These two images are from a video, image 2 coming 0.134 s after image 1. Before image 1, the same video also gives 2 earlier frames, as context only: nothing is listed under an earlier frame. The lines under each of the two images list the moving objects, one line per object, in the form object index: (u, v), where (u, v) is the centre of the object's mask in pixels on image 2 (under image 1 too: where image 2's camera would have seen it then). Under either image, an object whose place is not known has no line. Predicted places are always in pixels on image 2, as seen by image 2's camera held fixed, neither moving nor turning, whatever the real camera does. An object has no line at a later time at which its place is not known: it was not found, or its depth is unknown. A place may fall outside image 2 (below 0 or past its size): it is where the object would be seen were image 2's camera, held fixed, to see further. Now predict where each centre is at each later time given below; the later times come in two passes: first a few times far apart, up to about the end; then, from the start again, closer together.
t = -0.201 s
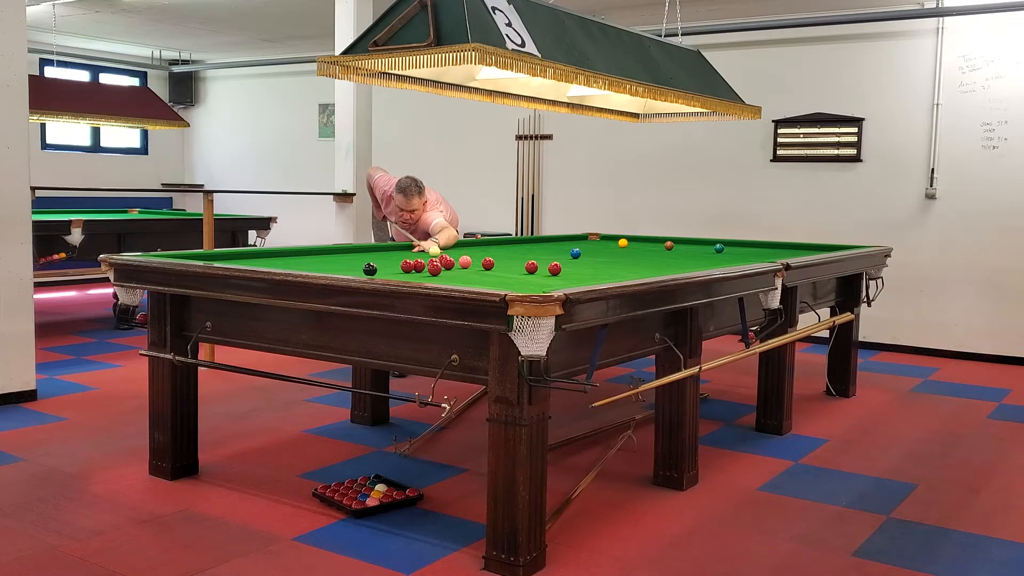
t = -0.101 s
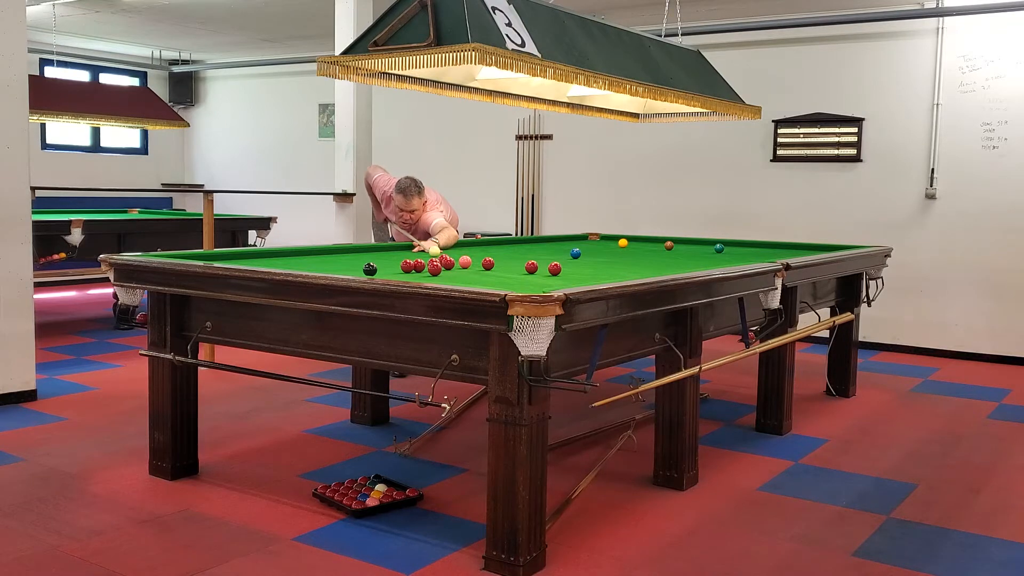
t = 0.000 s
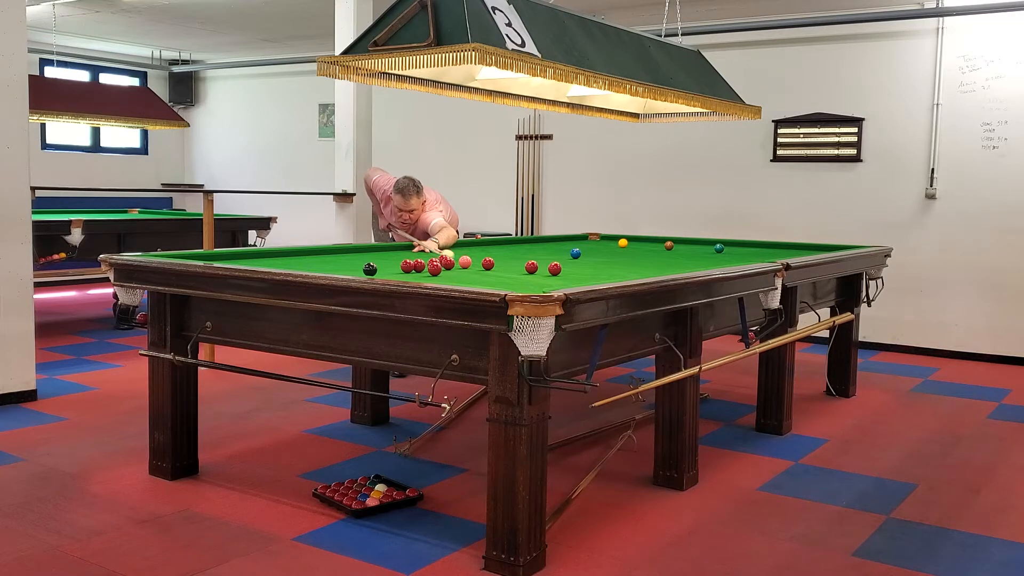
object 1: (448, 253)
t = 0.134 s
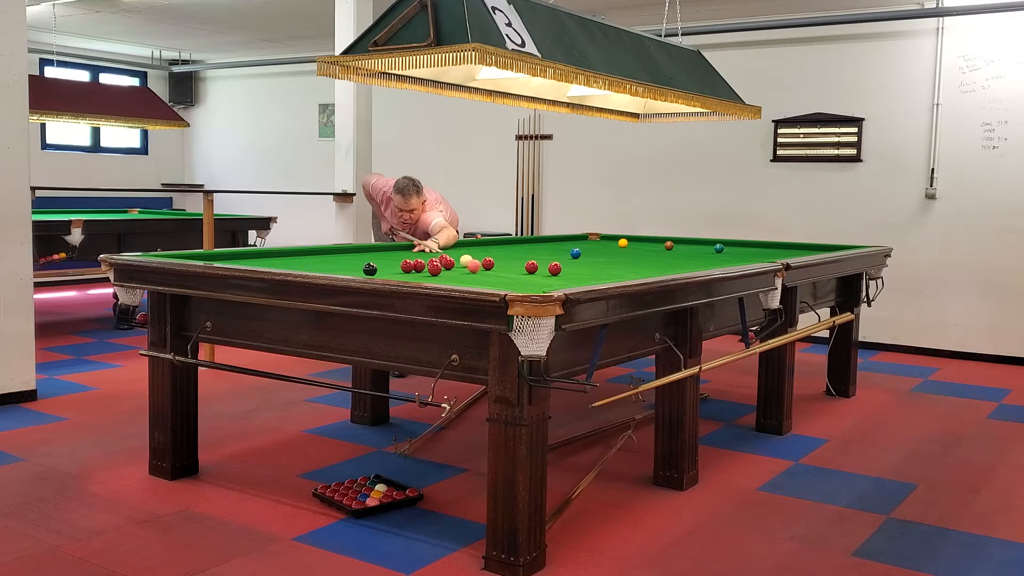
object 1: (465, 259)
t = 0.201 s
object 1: (469, 260)
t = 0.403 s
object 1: (475, 260)
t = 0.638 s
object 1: (479, 258)
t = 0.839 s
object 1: (484, 256)
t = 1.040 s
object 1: (489, 255)
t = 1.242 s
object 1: (493, 255)
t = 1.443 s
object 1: (497, 255)
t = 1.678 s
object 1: (500, 254)
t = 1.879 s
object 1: (502, 253)
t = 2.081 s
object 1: (504, 253)
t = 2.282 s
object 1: (507, 255)
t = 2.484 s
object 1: (508, 255)
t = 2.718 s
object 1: (509, 255)
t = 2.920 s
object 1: (510, 254)
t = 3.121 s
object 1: (511, 255)
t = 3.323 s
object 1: (511, 255)
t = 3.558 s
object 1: (511, 255)
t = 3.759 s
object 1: (511, 255)
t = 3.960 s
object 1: (511, 255)
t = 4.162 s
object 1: (511, 255)
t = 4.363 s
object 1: (511, 255)
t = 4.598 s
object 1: (511, 255)
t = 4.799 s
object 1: (511, 255)
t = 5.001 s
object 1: (511, 254)
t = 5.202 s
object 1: (511, 255)
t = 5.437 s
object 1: (511, 255)
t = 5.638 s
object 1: (511, 254)
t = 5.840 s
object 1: (511, 254)
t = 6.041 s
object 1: (511, 254)
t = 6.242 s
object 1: (511, 255)
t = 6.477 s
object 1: (511, 254)
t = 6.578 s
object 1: (511, 254)
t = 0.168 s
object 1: (468, 260)
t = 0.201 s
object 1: (469, 260)
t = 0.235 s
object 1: (470, 260)
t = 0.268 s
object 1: (471, 260)
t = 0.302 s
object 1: (472, 260)
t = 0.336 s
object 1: (473, 260)
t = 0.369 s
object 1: (474, 260)
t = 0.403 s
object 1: (475, 260)
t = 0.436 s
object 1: (476, 260)
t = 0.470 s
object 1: (476, 259)
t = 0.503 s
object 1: (477, 259)
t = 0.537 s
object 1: (478, 259)
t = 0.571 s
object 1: (478, 259)
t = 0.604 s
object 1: (479, 258)
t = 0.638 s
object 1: (479, 258)
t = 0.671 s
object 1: (480, 258)
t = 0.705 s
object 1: (481, 257)
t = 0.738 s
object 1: (481, 257)
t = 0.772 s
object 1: (482, 256)
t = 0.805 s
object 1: (483, 257)
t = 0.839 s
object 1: (484, 256)
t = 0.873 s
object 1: (485, 256)
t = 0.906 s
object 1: (486, 256)
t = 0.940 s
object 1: (487, 255)
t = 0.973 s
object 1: (487, 255)
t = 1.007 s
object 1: (488, 255)
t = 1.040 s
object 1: (489, 255)
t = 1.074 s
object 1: (489, 255)
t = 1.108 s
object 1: (490, 255)
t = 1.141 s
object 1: (491, 255)
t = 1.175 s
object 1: (492, 255)
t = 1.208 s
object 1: (492, 255)
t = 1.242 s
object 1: (493, 255)
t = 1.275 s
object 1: (494, 255)
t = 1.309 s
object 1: (495, 255)
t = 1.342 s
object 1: (495, 255)
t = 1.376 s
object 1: (496, 255)
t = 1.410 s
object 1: (496, 255)
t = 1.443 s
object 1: (497, 255)
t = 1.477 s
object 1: (497, 255)
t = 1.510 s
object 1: (498, 254)
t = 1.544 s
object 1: (498, 254)
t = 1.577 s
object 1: (499, 254)
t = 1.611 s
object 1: (499, 254)
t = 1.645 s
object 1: (500, 254)
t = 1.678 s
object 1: (500, 254)
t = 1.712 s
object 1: (501, 254)
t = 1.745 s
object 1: (501, 254)
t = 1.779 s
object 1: (501, 254)
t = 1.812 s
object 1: (502, 254)
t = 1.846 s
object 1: (502, 254)
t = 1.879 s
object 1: (502, 253)
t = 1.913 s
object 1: (501, 254)
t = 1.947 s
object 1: (503, 253)
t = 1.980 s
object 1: (503, 253)
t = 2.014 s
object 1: (504, 253)
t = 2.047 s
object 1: (504, 253)
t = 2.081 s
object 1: (504, 253)
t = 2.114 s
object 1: (505, 253)
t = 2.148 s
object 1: (505, 254)
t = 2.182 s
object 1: (506, 254)
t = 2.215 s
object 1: (506, 255)
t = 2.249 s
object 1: (507, 255)
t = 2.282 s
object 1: (507, 255)
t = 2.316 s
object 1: (507, 255)
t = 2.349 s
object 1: (507, 255)
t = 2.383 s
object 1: (508, 255)
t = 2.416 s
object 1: (508, 255)
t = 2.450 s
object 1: (508, 255)
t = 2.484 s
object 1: (508, 255)
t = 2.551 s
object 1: (509, 255)
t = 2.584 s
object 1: (509, 255)
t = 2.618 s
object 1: (509, 255)
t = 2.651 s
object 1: (509, 255)
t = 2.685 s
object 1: (509, 255)
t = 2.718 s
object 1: (509, 255)
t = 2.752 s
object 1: (510, 255)
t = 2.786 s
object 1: (510, 255)
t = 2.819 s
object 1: (510, 255)
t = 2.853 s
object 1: (510, 255)
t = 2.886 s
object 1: (510, 254)
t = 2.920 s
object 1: (510, 254)
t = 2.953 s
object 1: (511, 254)
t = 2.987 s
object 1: (510, 255)
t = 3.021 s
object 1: (511, 255)
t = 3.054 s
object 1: (511, 255)
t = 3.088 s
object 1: (511, 255)
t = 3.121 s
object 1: (511, 255)
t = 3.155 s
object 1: (511, 255)
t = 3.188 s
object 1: (511, 255)
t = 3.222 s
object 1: (511, 255)
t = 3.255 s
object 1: (511, 255)
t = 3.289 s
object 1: (511, 255)
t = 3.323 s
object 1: (511, 255)
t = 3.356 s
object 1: (511, 255)
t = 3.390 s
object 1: (511, 255)
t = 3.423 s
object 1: (511, 255)
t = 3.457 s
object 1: (511, 255)
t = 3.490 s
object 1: (511, 255)
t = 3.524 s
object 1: (511, 255)
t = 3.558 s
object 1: (511, 255)
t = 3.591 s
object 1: (511, 255)
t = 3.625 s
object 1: (511, 255)
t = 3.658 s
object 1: (511, 255)
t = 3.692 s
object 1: (511, 255)
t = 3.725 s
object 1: (511, 255)
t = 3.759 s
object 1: (511, 255)
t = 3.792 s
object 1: (511, 255)
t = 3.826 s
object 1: (511, 255)
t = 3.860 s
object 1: (511, 255)
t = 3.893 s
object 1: (511, 255)
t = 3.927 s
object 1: (511, 255)
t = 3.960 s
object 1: (511, 255)
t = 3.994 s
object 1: (511, 255)
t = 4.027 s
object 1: (511, 255)
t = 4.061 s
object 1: (511, 255)
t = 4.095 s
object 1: (511, 255)
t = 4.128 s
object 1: (511, 255)
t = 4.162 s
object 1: (511, 255)
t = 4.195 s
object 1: (511, 255)
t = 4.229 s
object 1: (511, 255)
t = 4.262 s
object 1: (511, 255)
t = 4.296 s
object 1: (511, 255)
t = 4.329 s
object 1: (511, 255)
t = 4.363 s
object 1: (511, 255)
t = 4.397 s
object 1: (511, 255)
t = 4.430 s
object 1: (511, 255)
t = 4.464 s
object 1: (511, 255)
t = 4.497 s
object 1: (511, 255)
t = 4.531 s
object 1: (511, 255)
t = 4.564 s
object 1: (511, 255)
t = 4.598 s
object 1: (511, 255)
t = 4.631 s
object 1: (511, 255)
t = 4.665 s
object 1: (511, 255)
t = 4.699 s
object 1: (511, 255)
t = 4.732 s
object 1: (511, 255)
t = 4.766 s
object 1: (511, 255)
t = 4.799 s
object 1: (511, 255)
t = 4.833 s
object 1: (511, 255)
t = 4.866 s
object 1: (511, 255)
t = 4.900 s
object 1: (511, 255)
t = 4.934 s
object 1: (511, 254)
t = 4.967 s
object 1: (511, 255)
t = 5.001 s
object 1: (511, 254)
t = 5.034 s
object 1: (511, 255)
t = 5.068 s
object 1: (511, 255)
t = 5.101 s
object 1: (511, 255)
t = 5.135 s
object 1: (511, 254)
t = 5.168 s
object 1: (511, 254)
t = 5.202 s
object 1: (511, 255)
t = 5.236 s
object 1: (511, 255)
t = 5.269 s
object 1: (511, 254)
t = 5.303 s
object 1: (511, 255)
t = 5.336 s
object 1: (511, 254)
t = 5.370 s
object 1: (511, 254)
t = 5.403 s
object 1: (511, 255)
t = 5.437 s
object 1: (511, 255)
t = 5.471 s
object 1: (511, 254)
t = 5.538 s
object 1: (511, 254)
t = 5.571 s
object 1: (511, 254)
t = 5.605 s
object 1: (511, 254)
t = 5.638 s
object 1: (511, 254)
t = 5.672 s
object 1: (511, 254)
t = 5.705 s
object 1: (511, 254)
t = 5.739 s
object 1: (511, 255)
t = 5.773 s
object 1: (511, 255)
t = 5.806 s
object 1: (511, 254)
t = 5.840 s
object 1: (511, 254)
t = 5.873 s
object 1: (511, 254)
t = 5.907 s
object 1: (511, 255)
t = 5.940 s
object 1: (511, 254)
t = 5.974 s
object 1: (511, 254)
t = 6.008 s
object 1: (511, 254)
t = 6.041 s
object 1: (511, 254)
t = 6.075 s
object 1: (511, 254)
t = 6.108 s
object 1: (511, 255)
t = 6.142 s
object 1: (511, 255)
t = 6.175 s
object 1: (511, 254)
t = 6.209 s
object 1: (511, 255)
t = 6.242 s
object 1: (511, 255)
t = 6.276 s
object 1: (511, 255)
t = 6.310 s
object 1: (511, 255)
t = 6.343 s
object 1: (511, 255)
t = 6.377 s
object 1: (511, 254)
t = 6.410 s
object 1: (511, 254)
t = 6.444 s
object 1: (511, 254)
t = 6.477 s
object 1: (511, 254)
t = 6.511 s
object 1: (511, 254)
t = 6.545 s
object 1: (511, 255)
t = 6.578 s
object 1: (511, 254)
